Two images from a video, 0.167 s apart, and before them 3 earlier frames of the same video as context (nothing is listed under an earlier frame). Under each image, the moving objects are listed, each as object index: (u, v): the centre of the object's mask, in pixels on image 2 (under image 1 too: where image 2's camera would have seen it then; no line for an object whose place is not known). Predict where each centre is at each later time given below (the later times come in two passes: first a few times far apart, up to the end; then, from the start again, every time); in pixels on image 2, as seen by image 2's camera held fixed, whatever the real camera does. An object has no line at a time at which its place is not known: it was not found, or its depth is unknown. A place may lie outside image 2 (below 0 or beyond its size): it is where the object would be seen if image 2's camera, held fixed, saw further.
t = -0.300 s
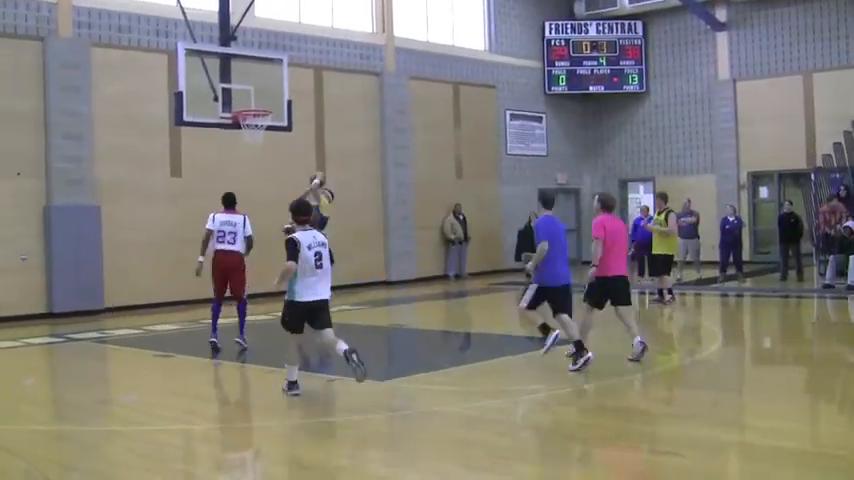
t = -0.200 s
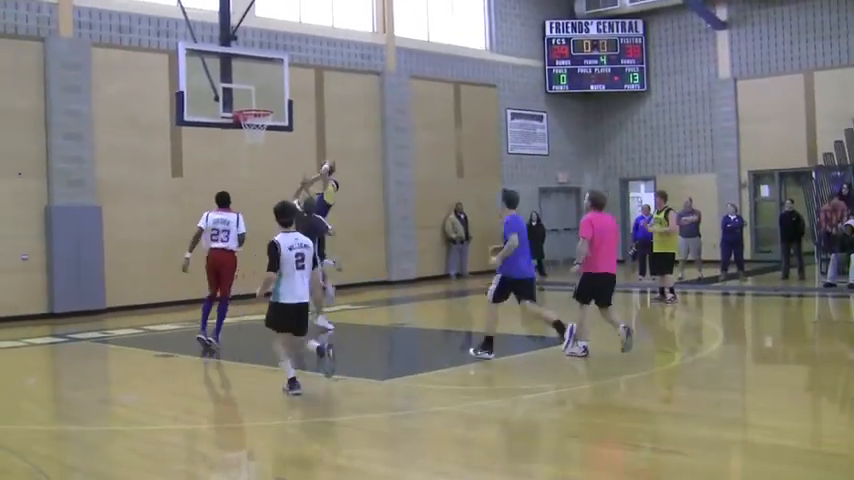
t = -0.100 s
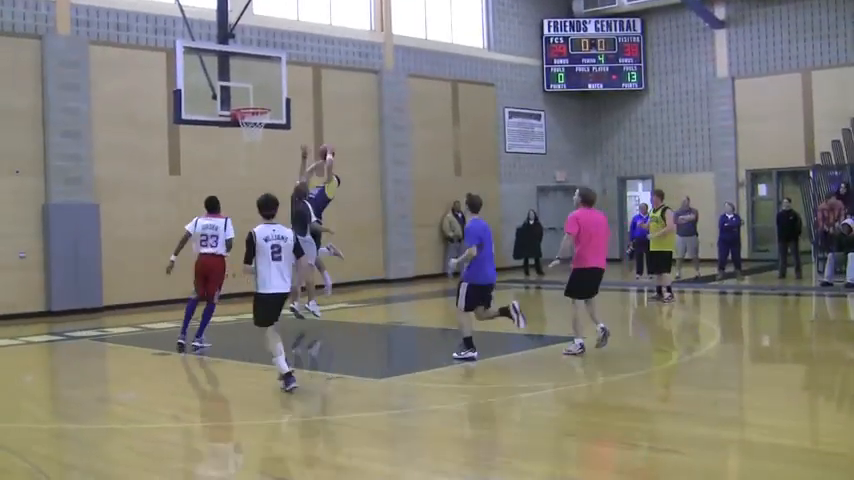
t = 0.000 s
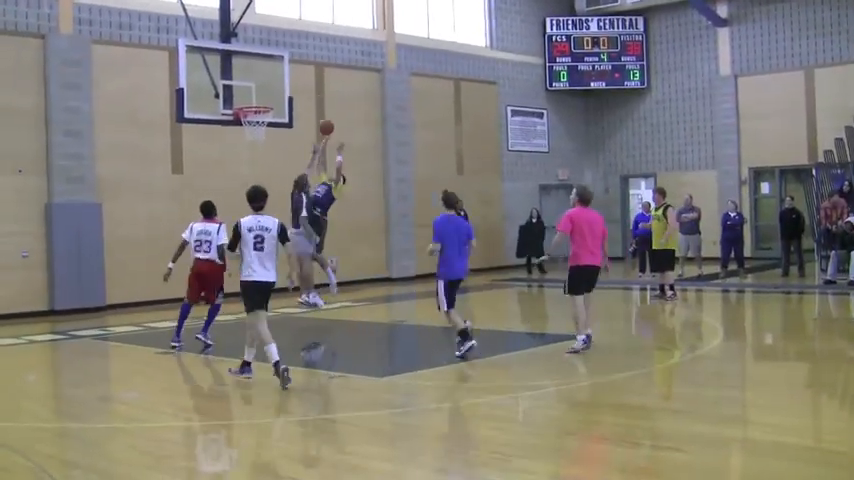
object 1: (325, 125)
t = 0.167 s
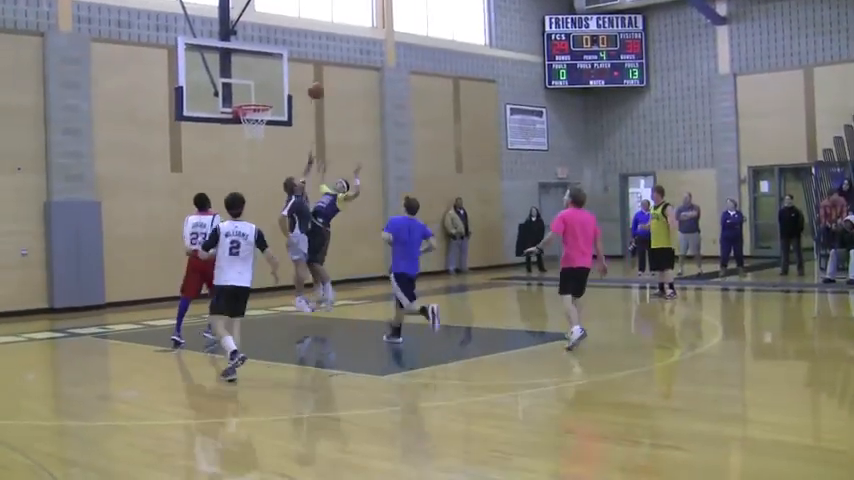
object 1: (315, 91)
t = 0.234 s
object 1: (311, 82)
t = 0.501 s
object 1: (297, 77)
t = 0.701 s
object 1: (288, 105)
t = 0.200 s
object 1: (313, 87)
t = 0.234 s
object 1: (311, 82)
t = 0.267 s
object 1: (309, 79)
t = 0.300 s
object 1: (308, 77)
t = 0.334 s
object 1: (306, 75)
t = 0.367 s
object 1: (304, 73)
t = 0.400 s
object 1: (303, 73)
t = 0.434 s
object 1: (301, 74)
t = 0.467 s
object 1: (299, 75)
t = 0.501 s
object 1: (297, 77)
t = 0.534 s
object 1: (296, 80)
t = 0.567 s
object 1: (294, 84)
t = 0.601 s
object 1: (292, 88)
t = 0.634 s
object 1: (290, 93)
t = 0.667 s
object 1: (289, 99)
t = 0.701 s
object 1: (288, 105)
